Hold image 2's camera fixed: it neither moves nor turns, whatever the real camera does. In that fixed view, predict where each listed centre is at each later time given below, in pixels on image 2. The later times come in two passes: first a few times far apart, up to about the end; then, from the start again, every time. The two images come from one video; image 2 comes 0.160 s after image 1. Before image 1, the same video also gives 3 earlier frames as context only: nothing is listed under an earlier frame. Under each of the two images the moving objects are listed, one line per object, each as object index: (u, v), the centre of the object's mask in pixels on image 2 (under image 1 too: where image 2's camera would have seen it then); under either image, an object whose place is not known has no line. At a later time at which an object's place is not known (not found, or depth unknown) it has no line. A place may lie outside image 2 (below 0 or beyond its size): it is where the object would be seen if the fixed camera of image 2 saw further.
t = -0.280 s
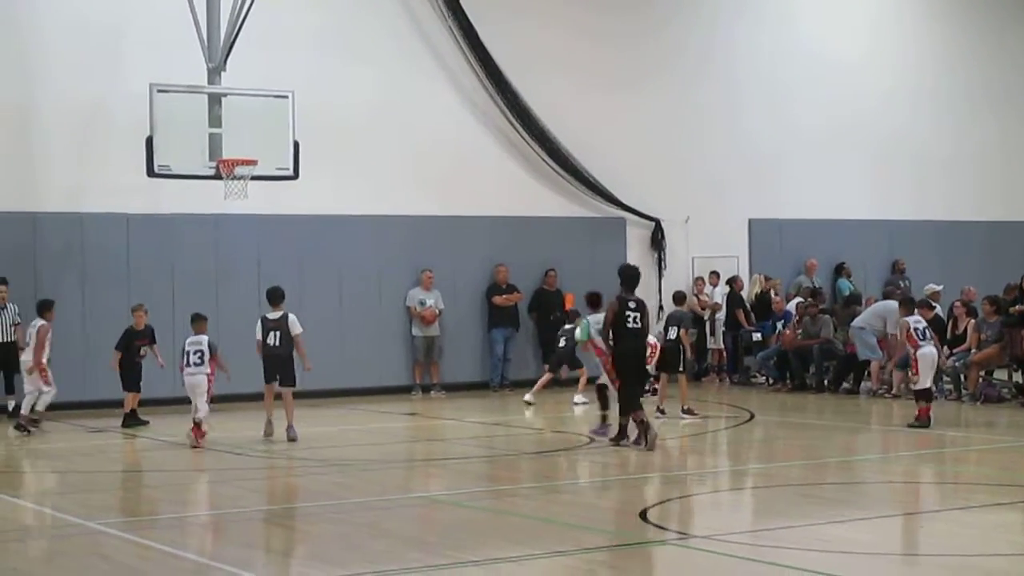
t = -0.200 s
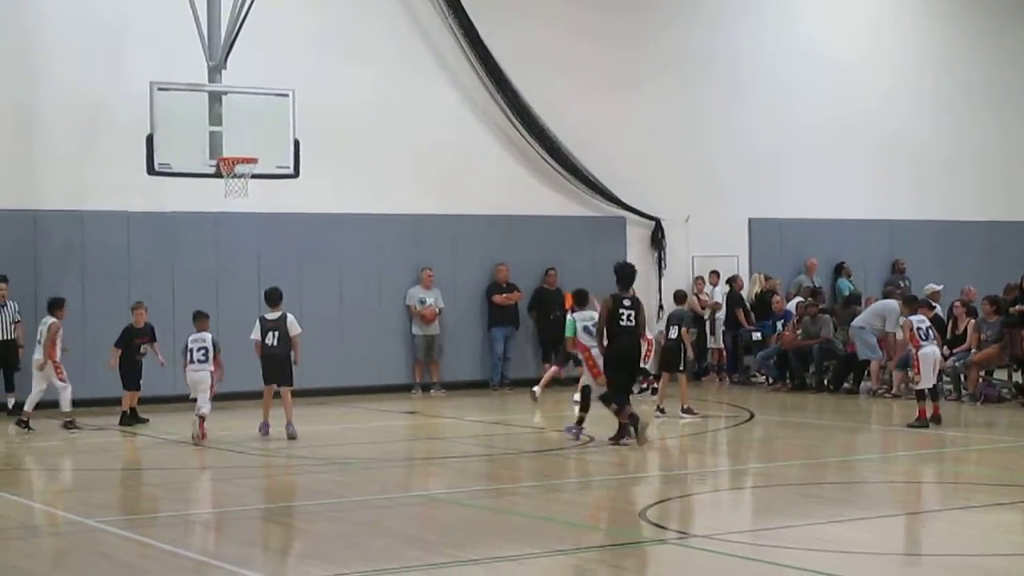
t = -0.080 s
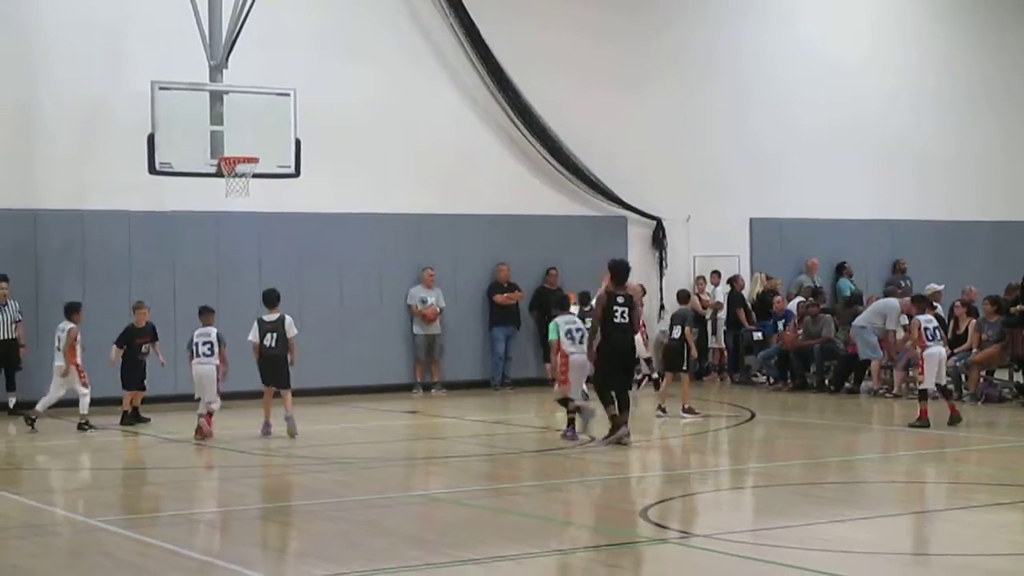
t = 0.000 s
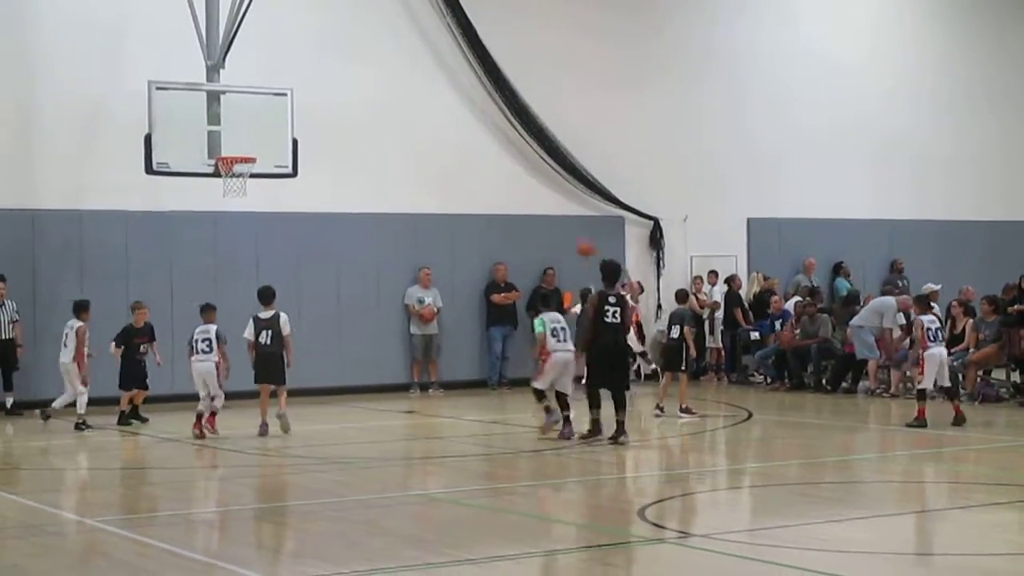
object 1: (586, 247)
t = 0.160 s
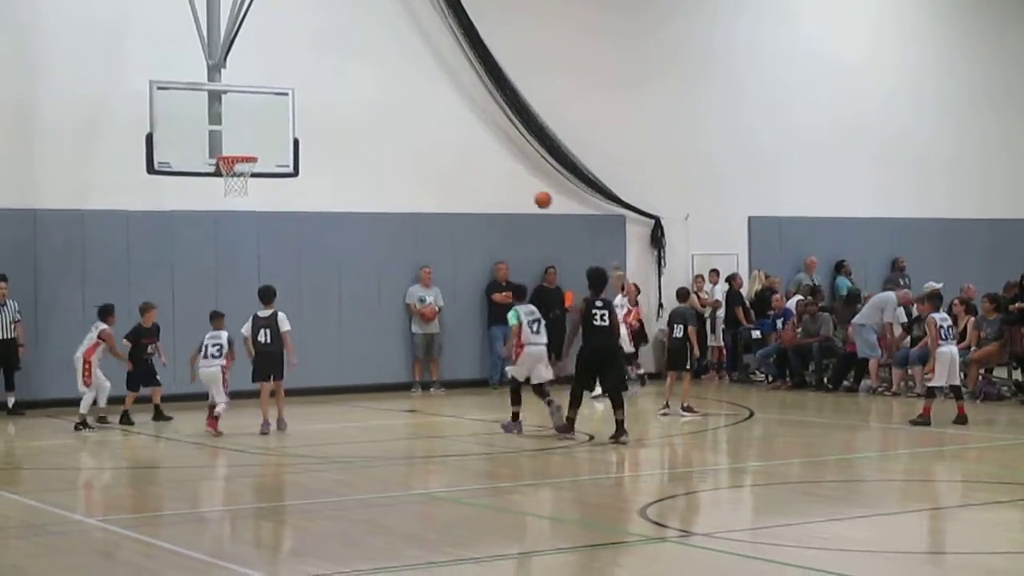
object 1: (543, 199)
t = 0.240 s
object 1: (520, 181)
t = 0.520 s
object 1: (444, 162)
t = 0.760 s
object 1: (378, 193)
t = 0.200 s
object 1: (531, 190)
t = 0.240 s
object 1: (520, 181)
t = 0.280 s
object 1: (510, 175)
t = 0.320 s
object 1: (499, 170)
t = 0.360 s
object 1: (488, 166)
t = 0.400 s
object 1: (477, 163)
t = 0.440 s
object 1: (466, 161)
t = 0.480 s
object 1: (455, 161)
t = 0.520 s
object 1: (444, 162)
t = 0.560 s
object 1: (433, 164)
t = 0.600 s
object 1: (422, 167)
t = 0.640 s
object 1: (411, 171)
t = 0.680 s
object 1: (400, 177)
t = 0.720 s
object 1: (389, 184)
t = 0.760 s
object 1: (378, 193)
